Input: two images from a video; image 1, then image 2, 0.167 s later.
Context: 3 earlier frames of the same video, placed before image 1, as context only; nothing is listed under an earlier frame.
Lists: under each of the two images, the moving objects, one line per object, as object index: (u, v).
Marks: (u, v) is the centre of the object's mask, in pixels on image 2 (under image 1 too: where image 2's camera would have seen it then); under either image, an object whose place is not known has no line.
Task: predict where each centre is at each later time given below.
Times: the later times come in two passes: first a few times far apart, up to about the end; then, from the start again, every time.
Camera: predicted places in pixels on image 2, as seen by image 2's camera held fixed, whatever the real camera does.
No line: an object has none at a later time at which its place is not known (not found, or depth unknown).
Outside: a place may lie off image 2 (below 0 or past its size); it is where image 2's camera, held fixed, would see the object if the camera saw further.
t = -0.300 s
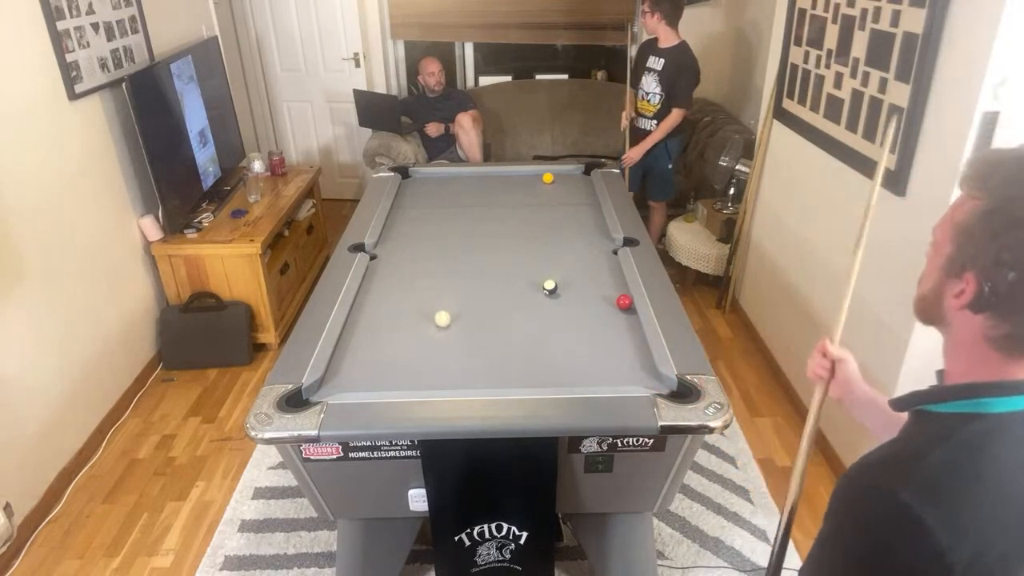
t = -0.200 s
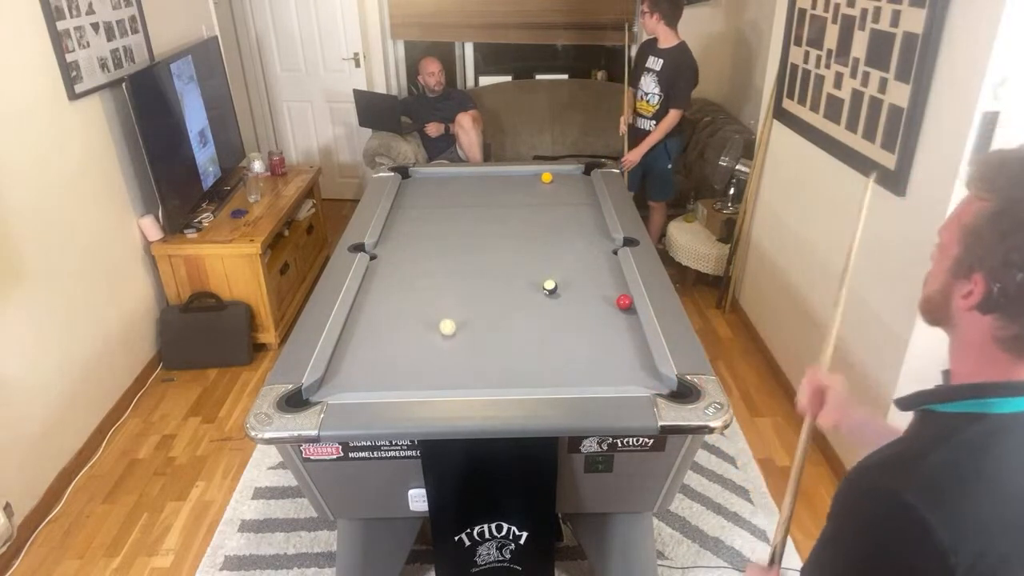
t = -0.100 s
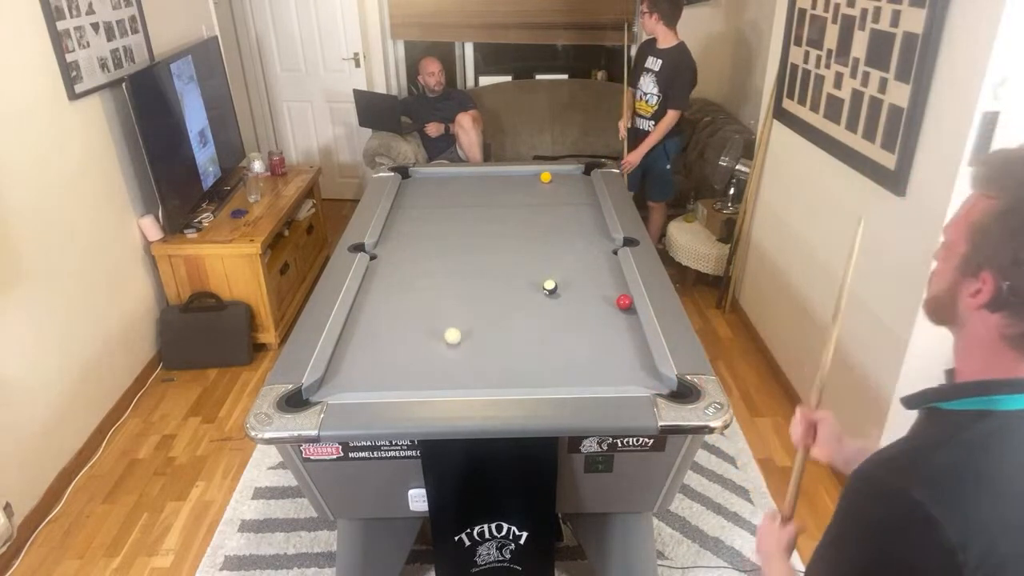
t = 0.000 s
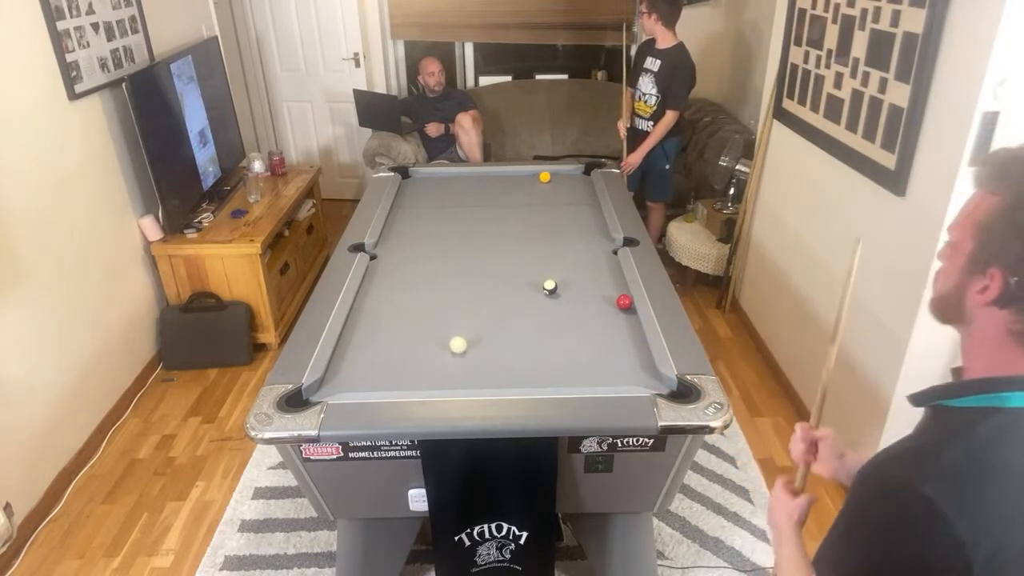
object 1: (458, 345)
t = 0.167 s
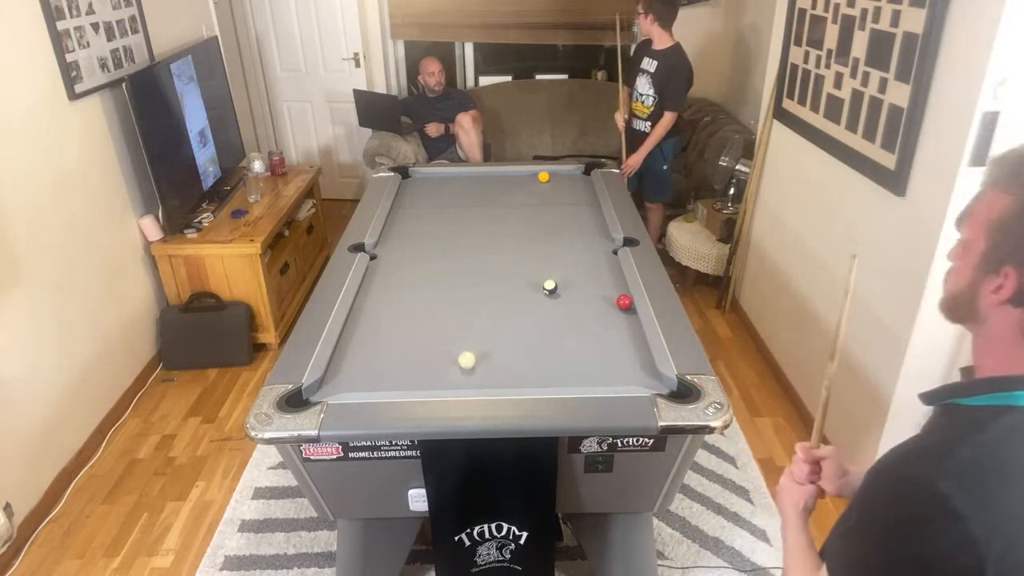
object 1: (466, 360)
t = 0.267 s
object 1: (472, 370)
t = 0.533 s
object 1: (488, 381)
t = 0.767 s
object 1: (501, 369)
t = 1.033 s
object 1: (514, 355)
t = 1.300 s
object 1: (525, 343)
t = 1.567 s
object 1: (534, 333)
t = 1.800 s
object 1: (541, 325)
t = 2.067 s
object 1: (548, 317)
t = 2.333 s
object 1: (554, 310)
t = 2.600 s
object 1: (559, 304)
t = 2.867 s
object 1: (563, 299)
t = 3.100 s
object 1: (566, 295)
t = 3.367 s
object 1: (568, 291)
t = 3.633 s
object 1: (570, 289)
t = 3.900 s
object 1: (571, 287)
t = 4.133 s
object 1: (571, 286)
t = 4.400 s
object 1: (571, 286)
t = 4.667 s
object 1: (571, 285)
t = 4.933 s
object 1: (571, 285)
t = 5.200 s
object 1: (571, 285)
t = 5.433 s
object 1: (571, 285)
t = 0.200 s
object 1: (468, 364)
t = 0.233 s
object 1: (470, 367)
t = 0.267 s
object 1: (472, 370)
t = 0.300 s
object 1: (474, 373)
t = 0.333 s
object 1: (476, 376)
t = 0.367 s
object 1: (478, 379)
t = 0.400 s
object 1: (480, 381)
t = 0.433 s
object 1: (481, 383)
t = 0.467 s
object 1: (483, 384)
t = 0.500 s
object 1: (486, 382)
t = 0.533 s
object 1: (488, 381)
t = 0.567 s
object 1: (490, 380)
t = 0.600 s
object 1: (491, 378)
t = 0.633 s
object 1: (493, 376)
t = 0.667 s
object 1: (495, 374)
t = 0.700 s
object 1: (497, 372)
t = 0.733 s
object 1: (499, 371)
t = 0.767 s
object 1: (501, 369)
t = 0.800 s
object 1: (502, 367)
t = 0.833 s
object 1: (504, 365)
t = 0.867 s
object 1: (506, 364)
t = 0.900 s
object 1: (508, 362)
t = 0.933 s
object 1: (509, 360)
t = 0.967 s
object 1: (510, 358)
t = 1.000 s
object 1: (512, 357)
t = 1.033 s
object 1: (514, 355)
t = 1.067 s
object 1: (515, 354)
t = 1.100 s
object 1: (517, 352)
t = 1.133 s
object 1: (518, 350)
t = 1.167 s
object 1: (519, 349)
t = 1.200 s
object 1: (521, 347)
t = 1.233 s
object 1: (522, 346)
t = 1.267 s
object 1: (523, 345)
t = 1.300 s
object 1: (525, 343)
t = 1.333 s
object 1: (526, 342)
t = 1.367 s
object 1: (527, 340)
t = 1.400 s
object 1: (529, 339)
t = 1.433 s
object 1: (530, 338)
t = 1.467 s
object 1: (531, 337)
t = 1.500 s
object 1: (532, 335)
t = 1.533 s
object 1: (533, 334)
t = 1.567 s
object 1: (534, 333)
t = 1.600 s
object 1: (535, 332)
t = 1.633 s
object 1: (536, 330)
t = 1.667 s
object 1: (537, 329)
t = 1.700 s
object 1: (538, 328)
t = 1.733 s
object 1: (539, 327)
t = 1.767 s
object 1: (540, 326)
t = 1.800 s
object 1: (541, 325)
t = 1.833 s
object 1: (542, 324)
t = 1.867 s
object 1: (543, 322)
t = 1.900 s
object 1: (544, 321)
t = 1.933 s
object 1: (545, 321)
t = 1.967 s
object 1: (546, 320)
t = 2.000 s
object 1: (547, 318)
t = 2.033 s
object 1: (547, 317)
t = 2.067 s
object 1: (548, 317)
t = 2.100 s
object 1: (549, 316)
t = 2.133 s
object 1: (550, 315)
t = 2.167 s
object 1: (550, 314)
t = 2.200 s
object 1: (551, 314)
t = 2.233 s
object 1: (552, 312)
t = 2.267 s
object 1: (553, 311)
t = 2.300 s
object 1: (553, 310)
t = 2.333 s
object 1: (554, 310)
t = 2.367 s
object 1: (555, 309)
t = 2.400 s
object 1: (555, 308)
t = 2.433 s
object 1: (556, 307)
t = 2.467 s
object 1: (557, 306)
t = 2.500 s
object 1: (557, 306)
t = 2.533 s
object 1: (558, 305)
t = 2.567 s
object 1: (559, 304)
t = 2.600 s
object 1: (559, 304)
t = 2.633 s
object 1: (560, 303)
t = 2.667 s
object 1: (560, 302)
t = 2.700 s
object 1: (561, 302)
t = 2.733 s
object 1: (561, 301)
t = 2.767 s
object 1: (562, 300)
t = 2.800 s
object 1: (563, 300)
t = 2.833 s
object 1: (563, 299)
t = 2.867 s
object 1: (563, 299)
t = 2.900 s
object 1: (564, 298)
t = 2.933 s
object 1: (564, 298)
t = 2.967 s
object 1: (565, 297)
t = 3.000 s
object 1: (565, 296)
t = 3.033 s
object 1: (566, 296)
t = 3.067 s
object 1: (566, 295)
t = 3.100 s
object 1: (566, 295)
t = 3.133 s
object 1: (567, 294)
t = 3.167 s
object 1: (567, 294)
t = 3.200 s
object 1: (567, 294)
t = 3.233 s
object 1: (567, 293)
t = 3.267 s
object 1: (568, 292)
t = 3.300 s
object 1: (568, 292)
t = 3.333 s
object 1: (568, 292)
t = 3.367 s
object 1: (568, 291)
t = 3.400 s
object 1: (568, 291)
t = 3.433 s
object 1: (569, 291)
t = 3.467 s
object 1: (569, 290)
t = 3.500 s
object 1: (569, 290)
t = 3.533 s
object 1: (569, 290)
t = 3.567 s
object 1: (570, 289)
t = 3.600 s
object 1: (570, 289)
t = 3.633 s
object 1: (570, 289)
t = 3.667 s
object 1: (570, 289)
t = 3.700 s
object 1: (570, 288)
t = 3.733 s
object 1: (570, 288)
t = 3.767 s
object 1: (571, 288)
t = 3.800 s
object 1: (570, 288)
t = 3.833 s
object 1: (570, 287)
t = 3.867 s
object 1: (571, 287)
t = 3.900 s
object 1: (571, 287)
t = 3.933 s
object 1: (571, 287)
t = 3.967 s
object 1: (571, 287)
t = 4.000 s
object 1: (571, 286)
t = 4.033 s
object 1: (571, 286)
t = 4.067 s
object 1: (571, 286)
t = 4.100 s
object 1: (571, 286)
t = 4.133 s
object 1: (571, 286)
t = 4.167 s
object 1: (571, 286)
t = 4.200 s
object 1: (571, 286)
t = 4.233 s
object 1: (571, 286)
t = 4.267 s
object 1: (571, 286)
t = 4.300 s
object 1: (571, 286)
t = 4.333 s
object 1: (571, 286)
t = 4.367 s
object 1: (571, 285)
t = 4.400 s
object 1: (571, 286)
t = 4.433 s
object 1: (571, 286)
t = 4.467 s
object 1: (571, 286)
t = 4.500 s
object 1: (571, 286)
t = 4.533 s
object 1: (571, 286)
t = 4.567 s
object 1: (571, 285)
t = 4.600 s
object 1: (571, 285)
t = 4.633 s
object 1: (571, 285)
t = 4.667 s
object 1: (571, 285)
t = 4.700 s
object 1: (571, 285)
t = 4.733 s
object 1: (571, 285)
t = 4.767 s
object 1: (571, 285)
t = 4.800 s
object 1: (571, 285)
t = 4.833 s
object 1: (571, 285)
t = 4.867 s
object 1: (571, 285)
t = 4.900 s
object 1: (571, 285)
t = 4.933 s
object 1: (571, 285)
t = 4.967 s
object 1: (571, 285)
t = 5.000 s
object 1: (571, 285)
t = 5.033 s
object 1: (571, 285)
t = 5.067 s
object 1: (571, 285)
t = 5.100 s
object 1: (571, 285)
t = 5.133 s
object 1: (571, 285)
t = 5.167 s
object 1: (571, 285)
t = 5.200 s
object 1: (571, 285)
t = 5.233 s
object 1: (571, 285)
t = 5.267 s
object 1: (571, 285)
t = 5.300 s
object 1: (571, 285)
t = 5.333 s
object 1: (571, 285)
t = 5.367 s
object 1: (571, 285)
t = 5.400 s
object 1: (571, 285)
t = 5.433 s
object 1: (571, 285)
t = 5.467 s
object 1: (571, 285)
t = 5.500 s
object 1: (571, 285)
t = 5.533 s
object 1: (571, 285)
